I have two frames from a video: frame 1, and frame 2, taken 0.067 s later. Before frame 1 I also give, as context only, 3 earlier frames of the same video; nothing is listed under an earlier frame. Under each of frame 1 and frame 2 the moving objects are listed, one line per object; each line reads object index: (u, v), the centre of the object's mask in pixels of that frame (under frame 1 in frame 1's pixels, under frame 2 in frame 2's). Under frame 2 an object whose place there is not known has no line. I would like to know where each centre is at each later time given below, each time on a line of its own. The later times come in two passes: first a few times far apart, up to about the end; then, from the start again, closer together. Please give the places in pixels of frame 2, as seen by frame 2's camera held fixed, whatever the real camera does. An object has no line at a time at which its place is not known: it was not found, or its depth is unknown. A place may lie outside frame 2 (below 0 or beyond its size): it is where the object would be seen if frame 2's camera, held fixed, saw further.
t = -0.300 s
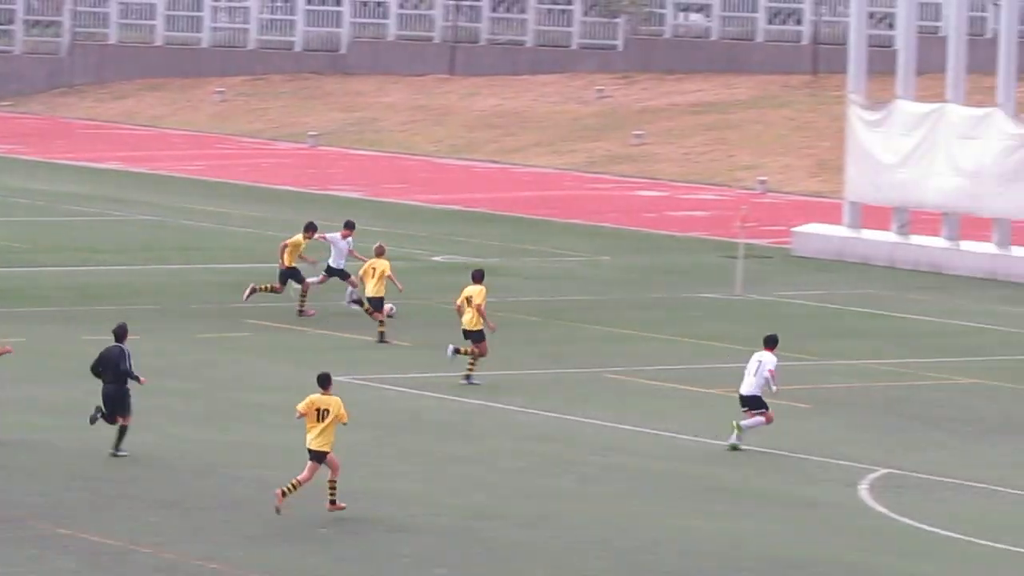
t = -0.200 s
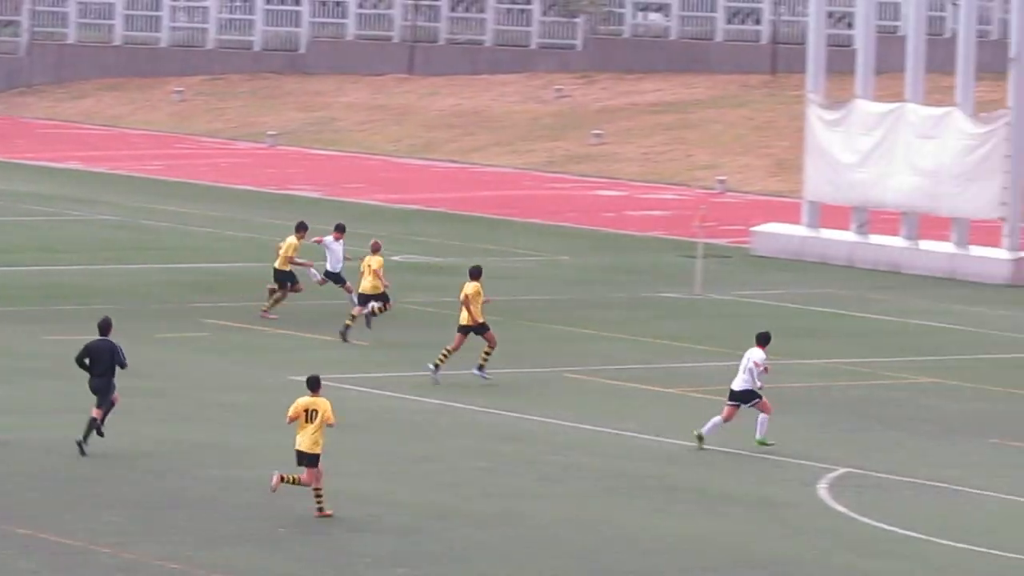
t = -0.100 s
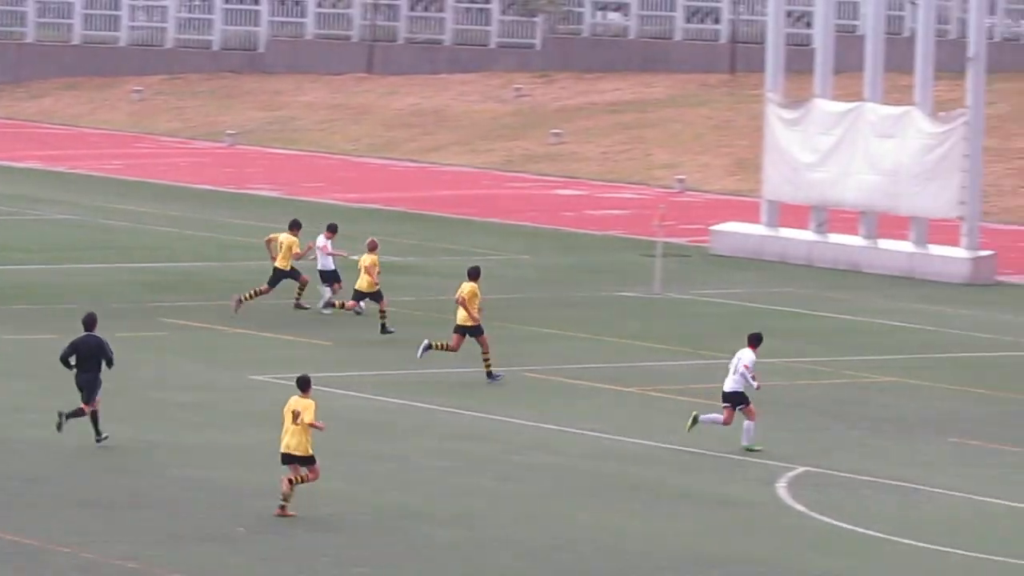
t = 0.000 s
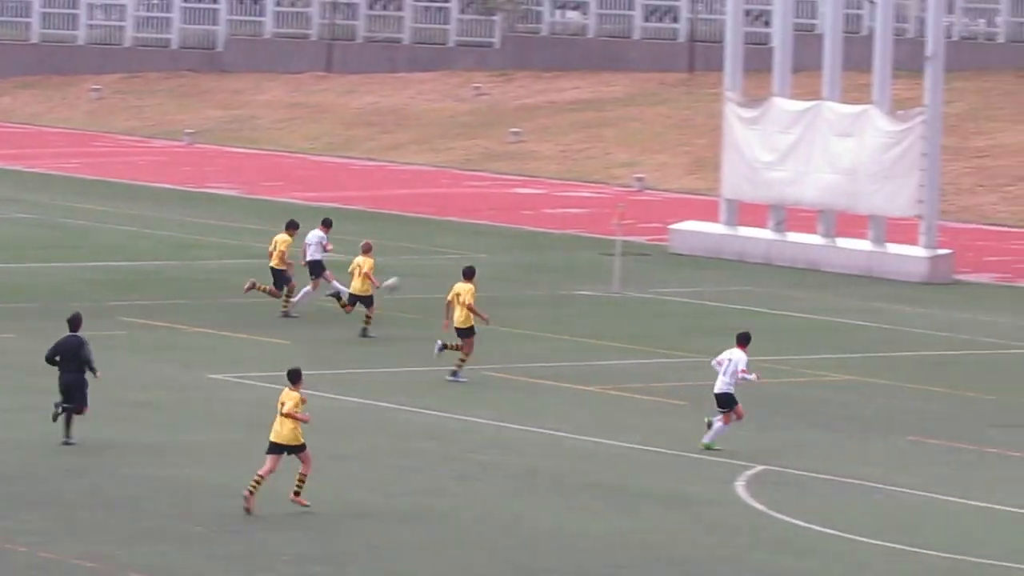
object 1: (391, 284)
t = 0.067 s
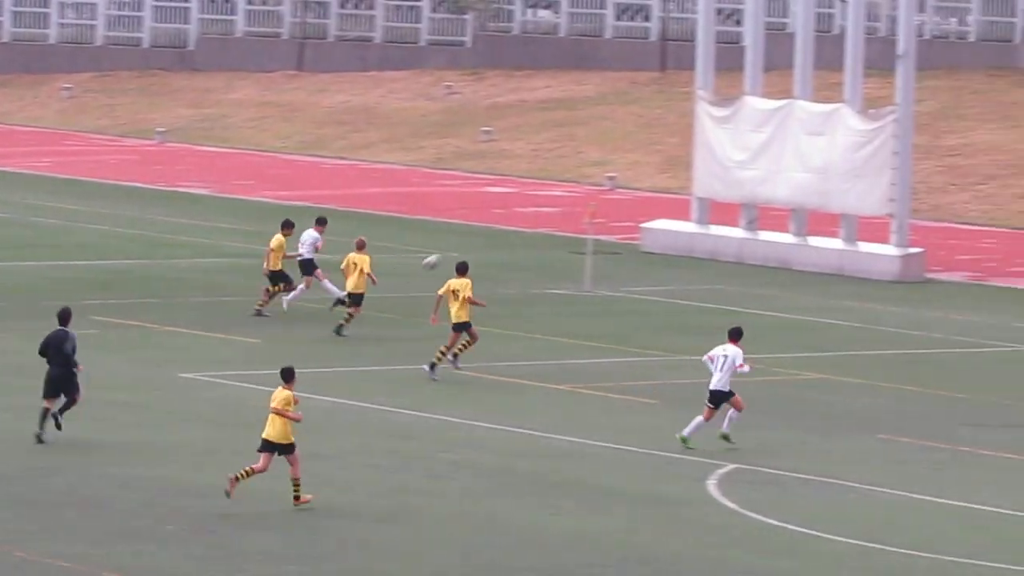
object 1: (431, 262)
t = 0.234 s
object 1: (599, 212)
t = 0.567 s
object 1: (921, 132)
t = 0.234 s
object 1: (599, 212)
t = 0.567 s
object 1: (921, 132)
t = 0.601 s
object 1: (953, 126)
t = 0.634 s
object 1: (983, 119)
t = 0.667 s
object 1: (1014, 114)
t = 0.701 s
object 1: (1047, 109)
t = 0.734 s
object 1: (1080, 105)
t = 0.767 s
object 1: (1115, 101)
